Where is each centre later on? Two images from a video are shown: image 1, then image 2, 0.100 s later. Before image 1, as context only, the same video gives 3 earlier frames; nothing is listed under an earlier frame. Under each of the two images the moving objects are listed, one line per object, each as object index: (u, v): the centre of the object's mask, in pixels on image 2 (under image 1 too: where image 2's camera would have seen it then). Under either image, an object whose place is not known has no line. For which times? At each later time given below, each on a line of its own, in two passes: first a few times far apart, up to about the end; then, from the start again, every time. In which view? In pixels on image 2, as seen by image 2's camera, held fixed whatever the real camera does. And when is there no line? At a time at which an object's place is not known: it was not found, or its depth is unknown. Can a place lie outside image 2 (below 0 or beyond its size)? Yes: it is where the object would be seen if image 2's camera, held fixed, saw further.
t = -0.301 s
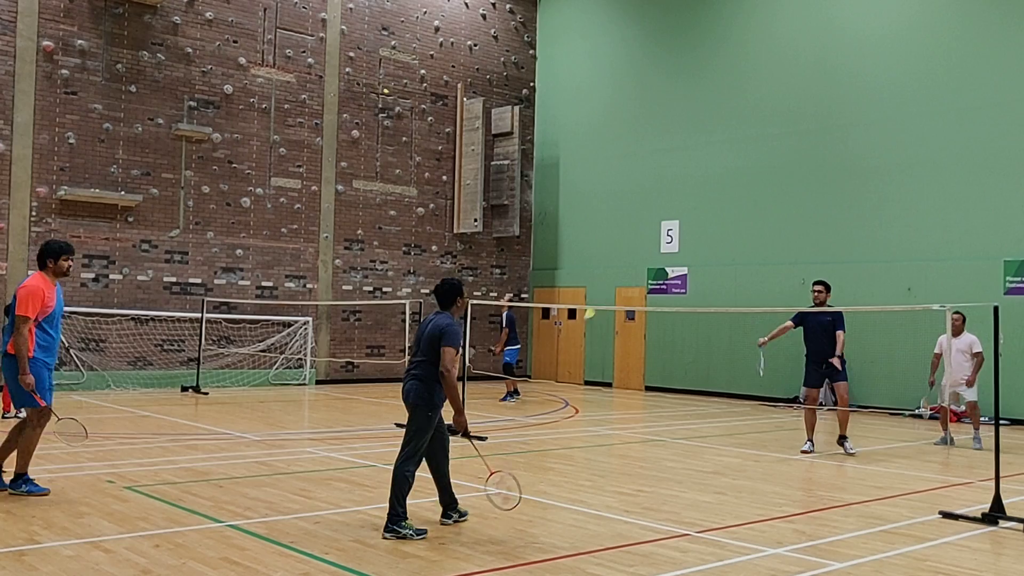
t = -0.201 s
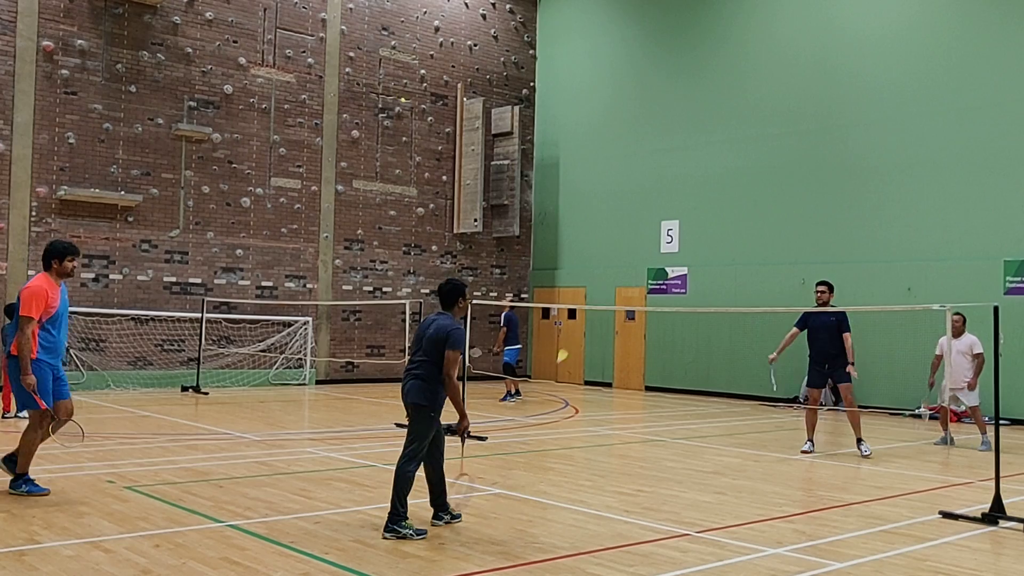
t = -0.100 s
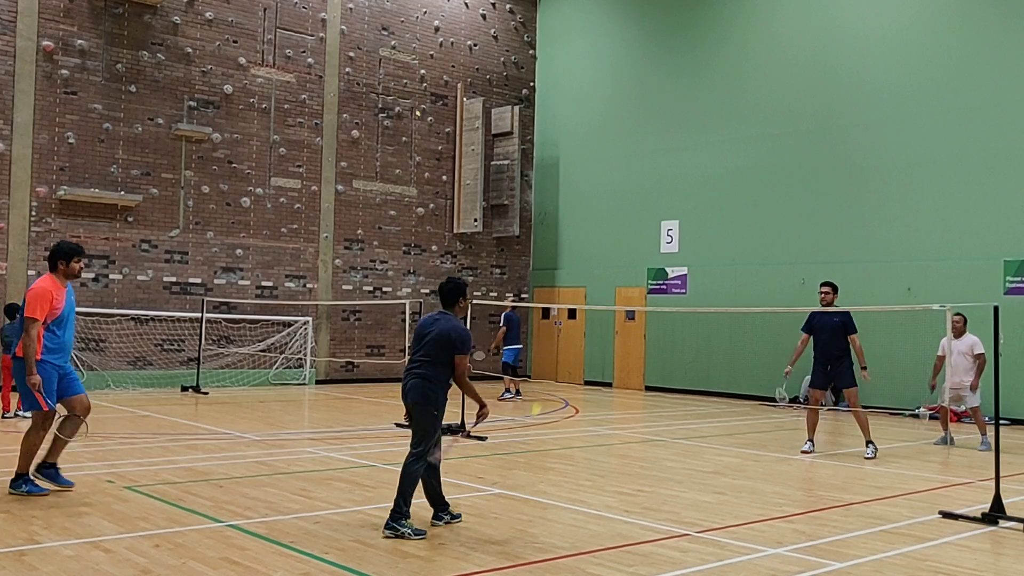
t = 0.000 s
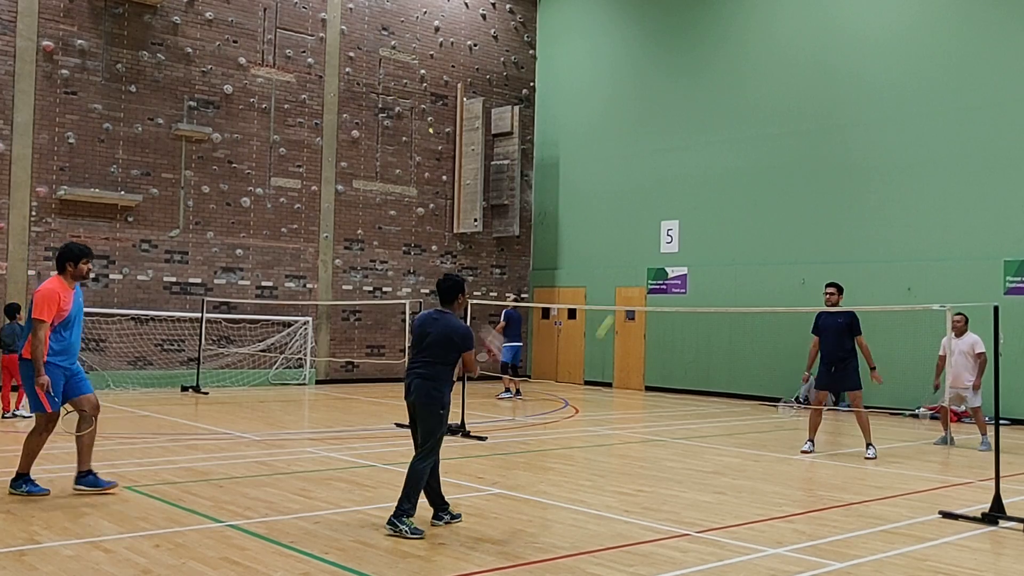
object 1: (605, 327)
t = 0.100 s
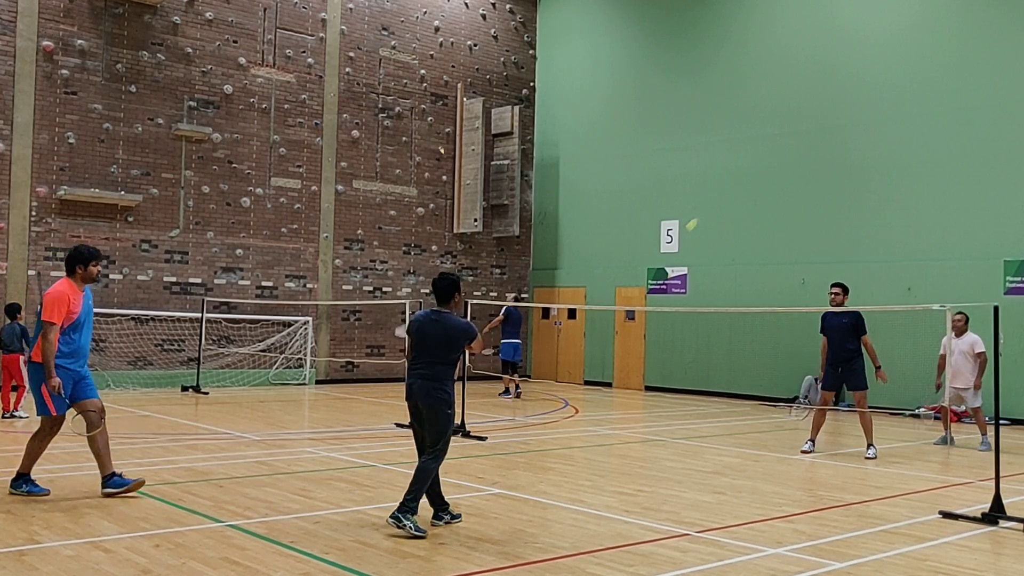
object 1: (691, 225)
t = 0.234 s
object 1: (751, 165)
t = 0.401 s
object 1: (792, 141)
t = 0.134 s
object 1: (710, 204)
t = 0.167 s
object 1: (726, 188)
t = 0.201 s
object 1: (739, 175)
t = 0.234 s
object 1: (751, 165)
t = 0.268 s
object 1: (761, 157)
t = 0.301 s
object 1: (770, 151)
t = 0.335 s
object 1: (778, 147)
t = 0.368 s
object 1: (785, 143)
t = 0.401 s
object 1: (792, 141)
